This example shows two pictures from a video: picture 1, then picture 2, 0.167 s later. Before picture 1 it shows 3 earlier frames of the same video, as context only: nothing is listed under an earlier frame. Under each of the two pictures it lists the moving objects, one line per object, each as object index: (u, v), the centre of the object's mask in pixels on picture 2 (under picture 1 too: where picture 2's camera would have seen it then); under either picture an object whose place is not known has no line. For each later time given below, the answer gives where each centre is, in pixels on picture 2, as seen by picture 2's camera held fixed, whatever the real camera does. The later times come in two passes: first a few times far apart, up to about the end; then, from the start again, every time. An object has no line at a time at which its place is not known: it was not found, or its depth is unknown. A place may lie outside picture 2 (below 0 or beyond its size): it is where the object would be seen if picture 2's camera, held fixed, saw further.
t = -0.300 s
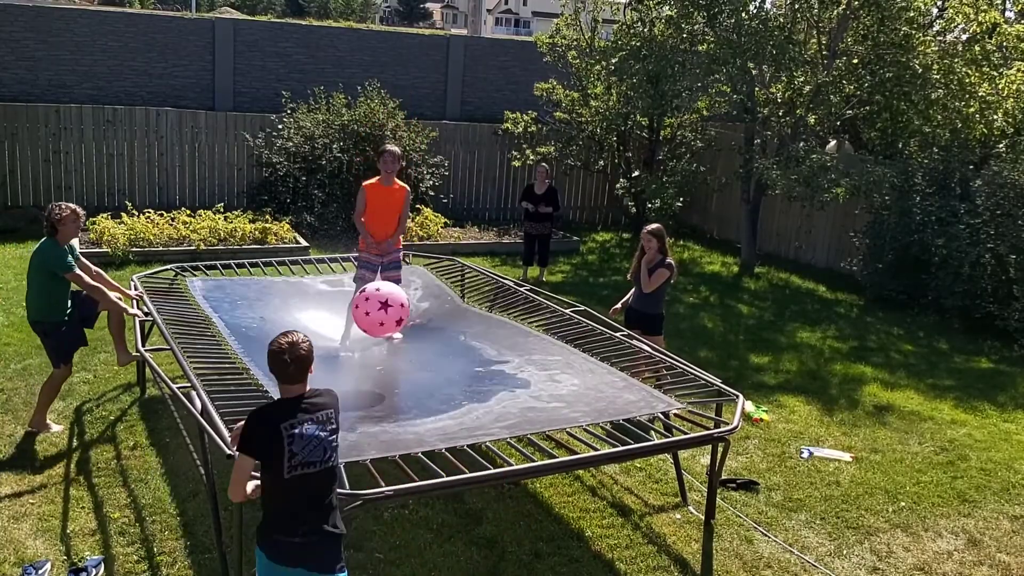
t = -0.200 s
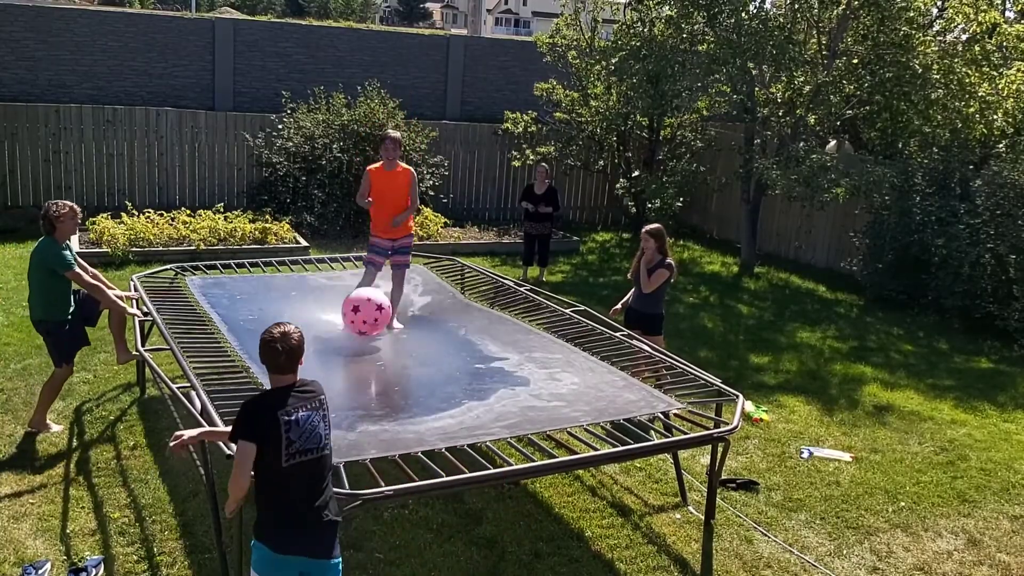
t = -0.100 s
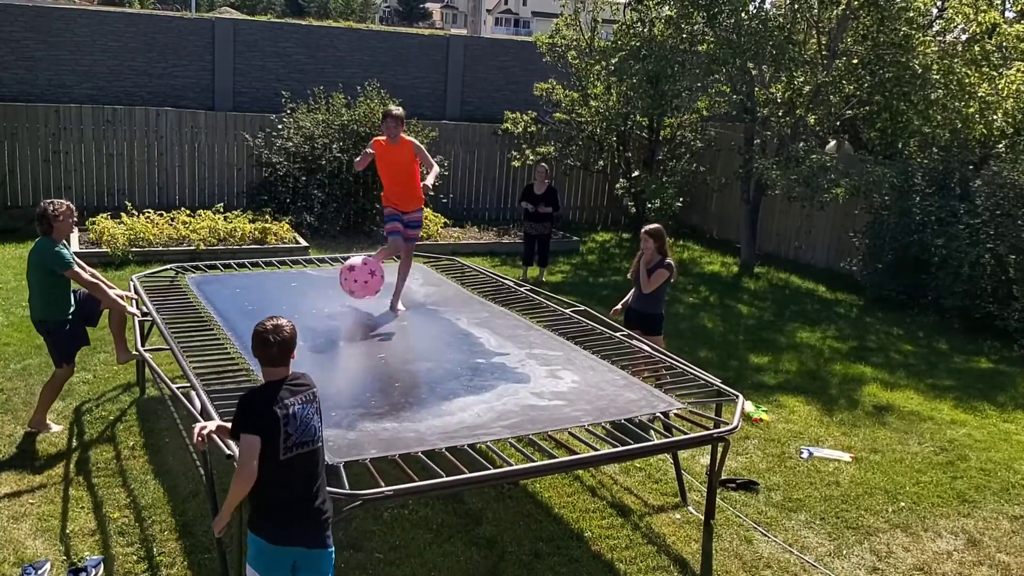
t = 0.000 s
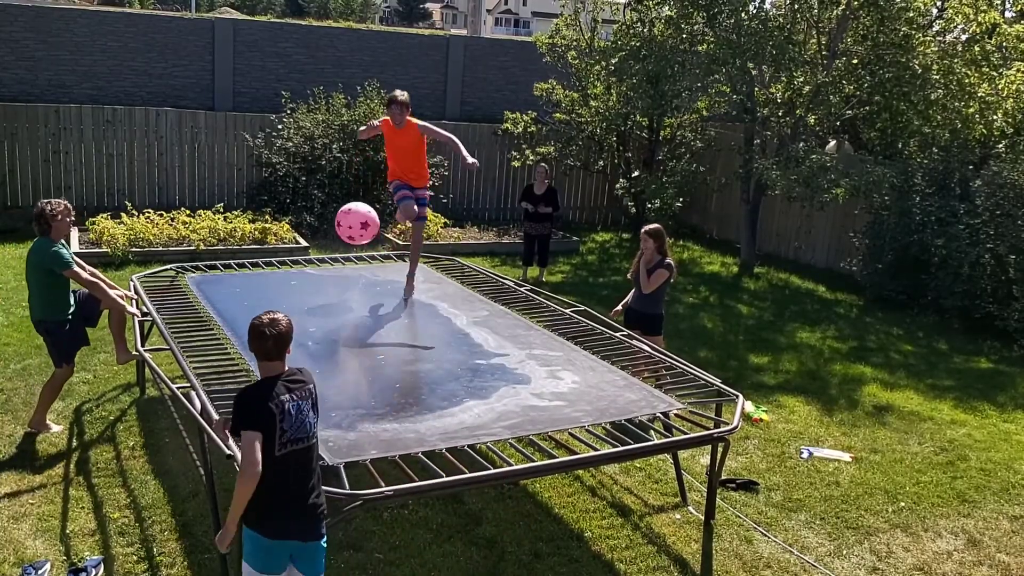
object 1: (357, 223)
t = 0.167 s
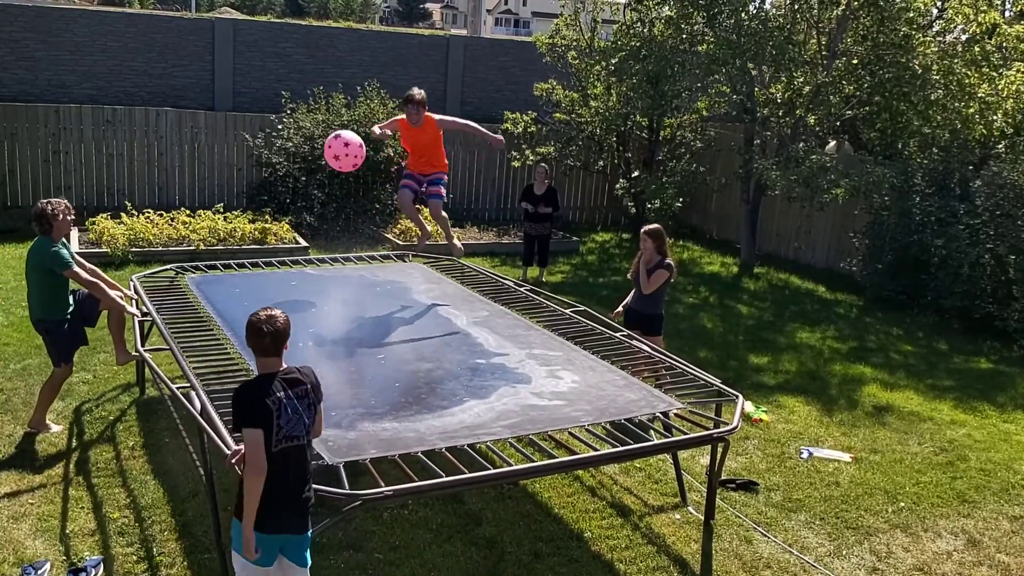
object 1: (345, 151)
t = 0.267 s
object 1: (339, 134)
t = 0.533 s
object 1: (322, 138)
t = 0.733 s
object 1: (311, 184)
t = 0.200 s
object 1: (343, 144)
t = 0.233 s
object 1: (341, 139)
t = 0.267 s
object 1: (339, 134)
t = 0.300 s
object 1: (337, 131)
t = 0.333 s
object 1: (335, 129)
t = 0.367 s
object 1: (333, 128)
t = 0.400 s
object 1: (331, 128)
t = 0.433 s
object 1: (328, 129)
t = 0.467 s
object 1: (326, 131)
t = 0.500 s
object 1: (324, 134)
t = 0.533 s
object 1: (322, 138)
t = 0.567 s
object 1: (320, 144)
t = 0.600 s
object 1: (318, 150)
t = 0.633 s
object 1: (316, 157)
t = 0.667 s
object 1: (314, 165)
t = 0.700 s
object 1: (312, 174)
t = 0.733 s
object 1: (311, 184)
